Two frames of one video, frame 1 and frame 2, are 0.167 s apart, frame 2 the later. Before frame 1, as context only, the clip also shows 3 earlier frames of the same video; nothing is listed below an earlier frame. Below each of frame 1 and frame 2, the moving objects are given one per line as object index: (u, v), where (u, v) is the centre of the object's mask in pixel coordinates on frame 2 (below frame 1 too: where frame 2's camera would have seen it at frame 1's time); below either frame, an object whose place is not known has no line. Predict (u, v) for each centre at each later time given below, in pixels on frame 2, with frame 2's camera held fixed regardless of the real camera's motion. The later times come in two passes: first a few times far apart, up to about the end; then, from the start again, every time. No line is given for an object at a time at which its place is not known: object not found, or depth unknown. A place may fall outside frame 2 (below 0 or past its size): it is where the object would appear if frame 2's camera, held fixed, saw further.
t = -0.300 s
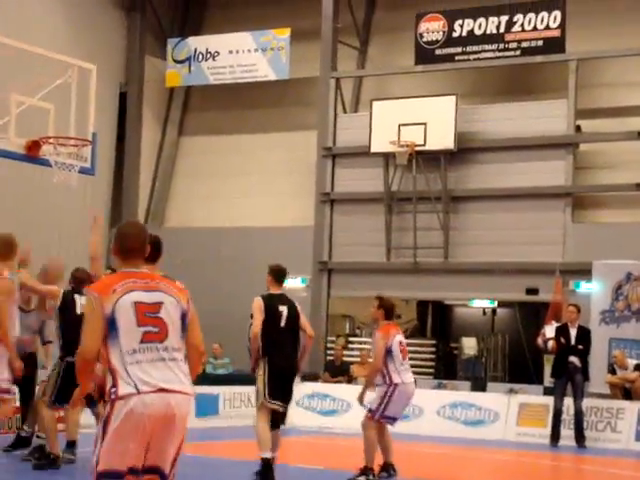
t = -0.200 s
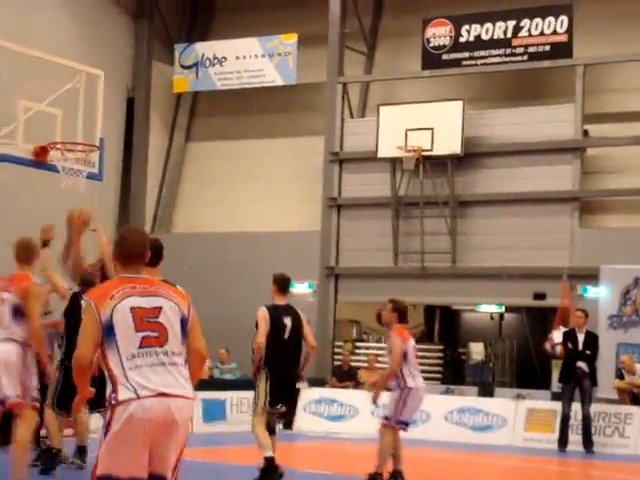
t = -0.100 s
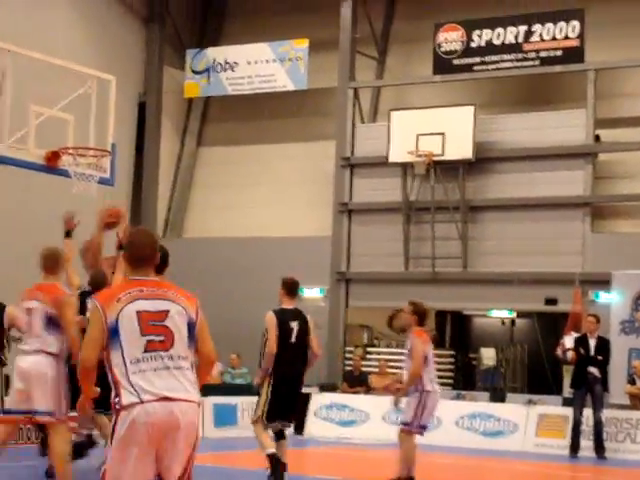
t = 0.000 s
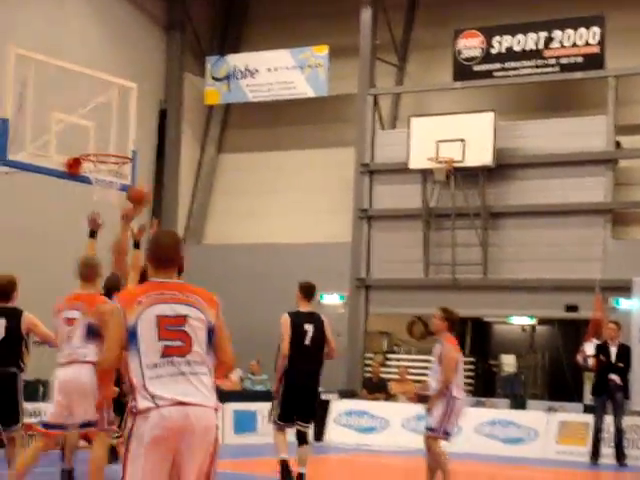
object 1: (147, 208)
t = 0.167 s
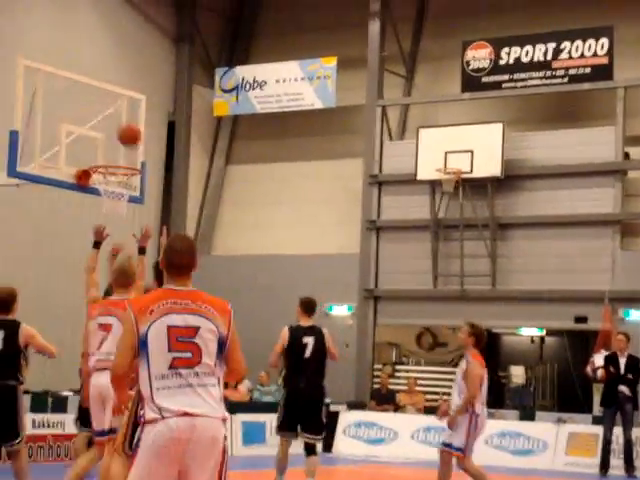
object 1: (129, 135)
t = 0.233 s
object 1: (122, 113)
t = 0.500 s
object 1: (110, 94)
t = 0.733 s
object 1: (104, 142)
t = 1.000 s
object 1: (110, 180)
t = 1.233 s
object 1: (105, 188)
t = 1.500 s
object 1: (122, 197)
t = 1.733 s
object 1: (109, 202)
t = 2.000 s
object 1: (101, 251)
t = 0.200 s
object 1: (125, 123)
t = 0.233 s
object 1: (122, 113)
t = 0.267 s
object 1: (118, 104)
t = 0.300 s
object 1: (114, 96)
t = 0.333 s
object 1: (113, 93)
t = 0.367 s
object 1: (113, 91)
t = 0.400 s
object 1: (112, 90)
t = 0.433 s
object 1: (111, 91)
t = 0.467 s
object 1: (111, 92)
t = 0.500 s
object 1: (110, 94)
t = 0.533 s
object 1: (110, 98)
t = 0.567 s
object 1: (109, 102)
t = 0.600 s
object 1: (107, 107)
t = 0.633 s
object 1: (107, 114)
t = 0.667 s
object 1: (106, 122)
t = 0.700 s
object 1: (105, 131)
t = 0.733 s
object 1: (104, 142)
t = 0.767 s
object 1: (102, 152)
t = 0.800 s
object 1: (103, 161)
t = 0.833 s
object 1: (112, 163)
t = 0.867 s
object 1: (119, 166)
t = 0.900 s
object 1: (124, 170)
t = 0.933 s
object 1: (120, 172)
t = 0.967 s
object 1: (115, 176)
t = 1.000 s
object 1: (110, 180)
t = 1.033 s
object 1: (106, 181)
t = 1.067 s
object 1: (102, 185)
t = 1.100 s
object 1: (100, 186)
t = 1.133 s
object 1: (99, 187)
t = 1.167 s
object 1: (100, 187)
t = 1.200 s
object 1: (100, 187)
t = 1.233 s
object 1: (105, 188)
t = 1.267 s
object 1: (108, 189)
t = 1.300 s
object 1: (112, 190)
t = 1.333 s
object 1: (115, 192)
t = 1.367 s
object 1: (118, 193)
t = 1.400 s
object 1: (120, 193)
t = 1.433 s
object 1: (122, 195)
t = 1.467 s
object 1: (123, 196)
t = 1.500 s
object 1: (122, 197)
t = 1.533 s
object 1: (120, 198)
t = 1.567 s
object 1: (118, 198)
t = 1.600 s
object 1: (116, 198)
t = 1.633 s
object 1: (114, 199)
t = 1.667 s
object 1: (112, 199)
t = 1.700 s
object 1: (111, 199)
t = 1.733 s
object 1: (109, 202)
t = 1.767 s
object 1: (109, 203)
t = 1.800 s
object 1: (108, 204)
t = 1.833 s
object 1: (106, 214)
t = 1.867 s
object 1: (105, 218)
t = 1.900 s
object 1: (105, 225)
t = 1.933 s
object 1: (103, 232)
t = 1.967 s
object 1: (102, 241)
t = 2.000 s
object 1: (101, 251)
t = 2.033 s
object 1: (99, 263)
